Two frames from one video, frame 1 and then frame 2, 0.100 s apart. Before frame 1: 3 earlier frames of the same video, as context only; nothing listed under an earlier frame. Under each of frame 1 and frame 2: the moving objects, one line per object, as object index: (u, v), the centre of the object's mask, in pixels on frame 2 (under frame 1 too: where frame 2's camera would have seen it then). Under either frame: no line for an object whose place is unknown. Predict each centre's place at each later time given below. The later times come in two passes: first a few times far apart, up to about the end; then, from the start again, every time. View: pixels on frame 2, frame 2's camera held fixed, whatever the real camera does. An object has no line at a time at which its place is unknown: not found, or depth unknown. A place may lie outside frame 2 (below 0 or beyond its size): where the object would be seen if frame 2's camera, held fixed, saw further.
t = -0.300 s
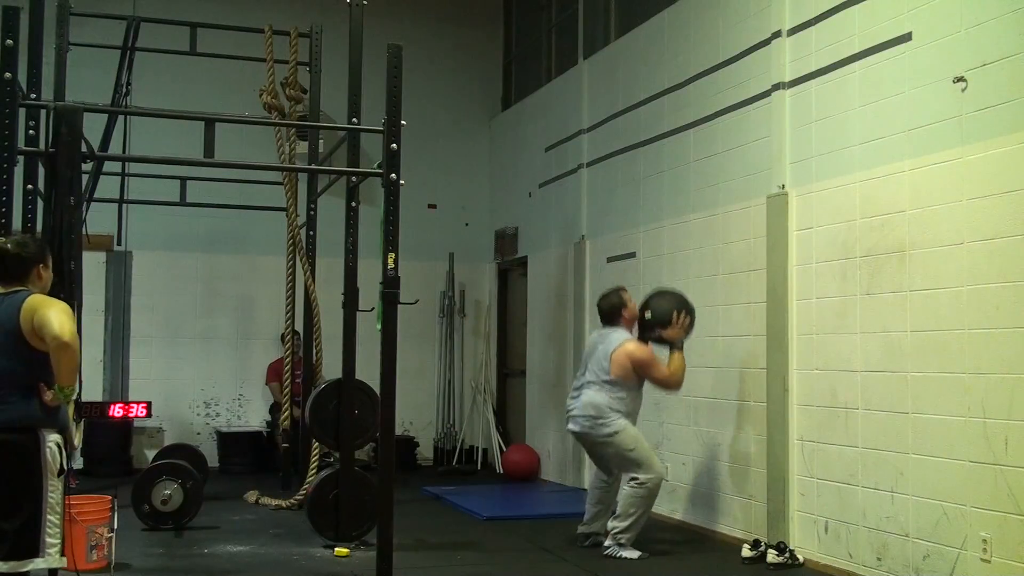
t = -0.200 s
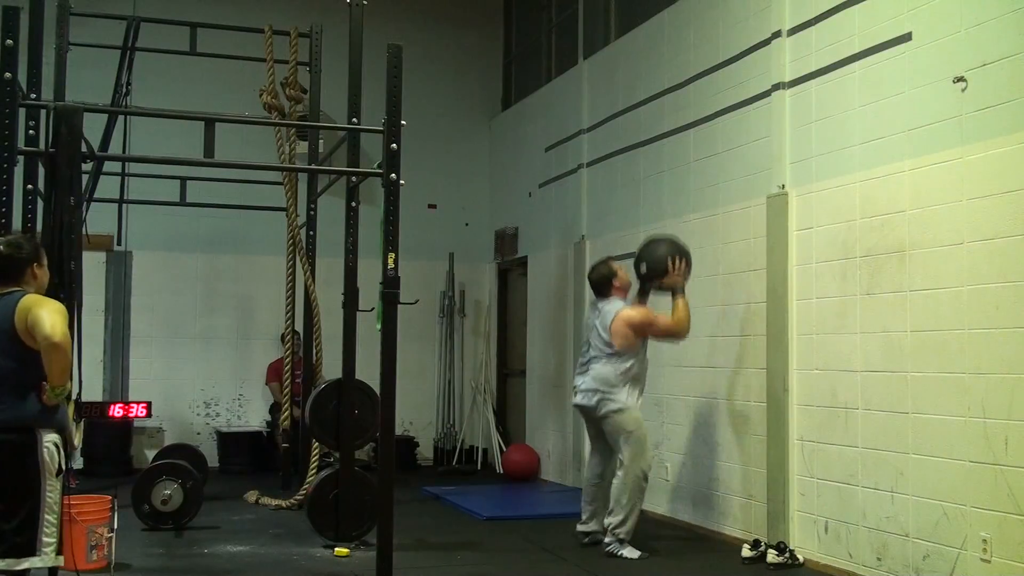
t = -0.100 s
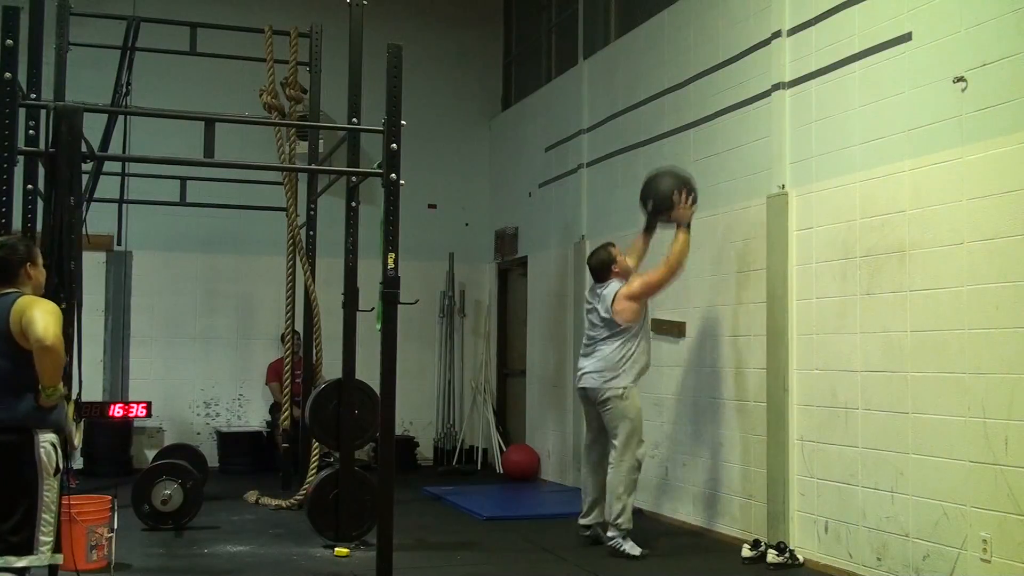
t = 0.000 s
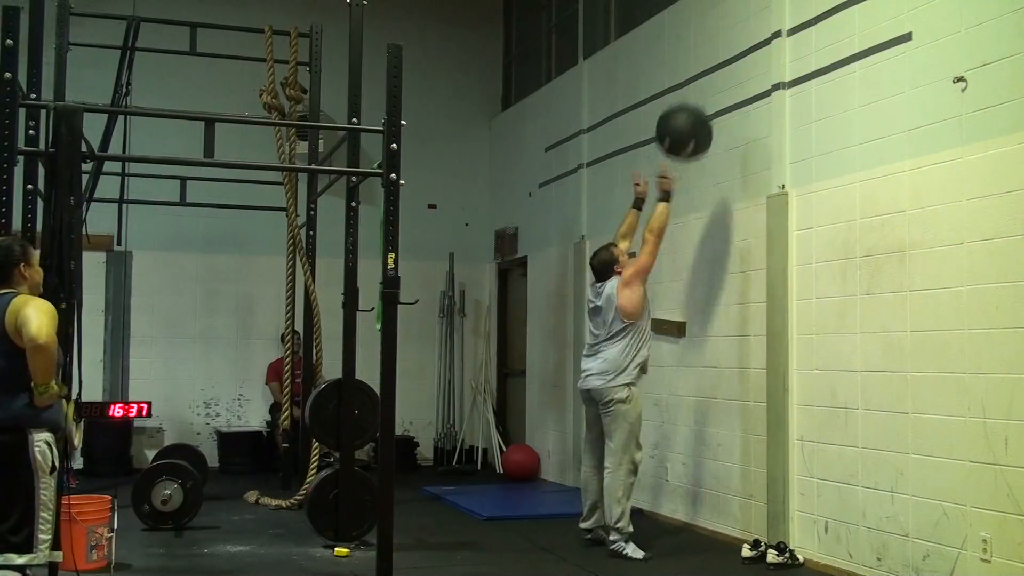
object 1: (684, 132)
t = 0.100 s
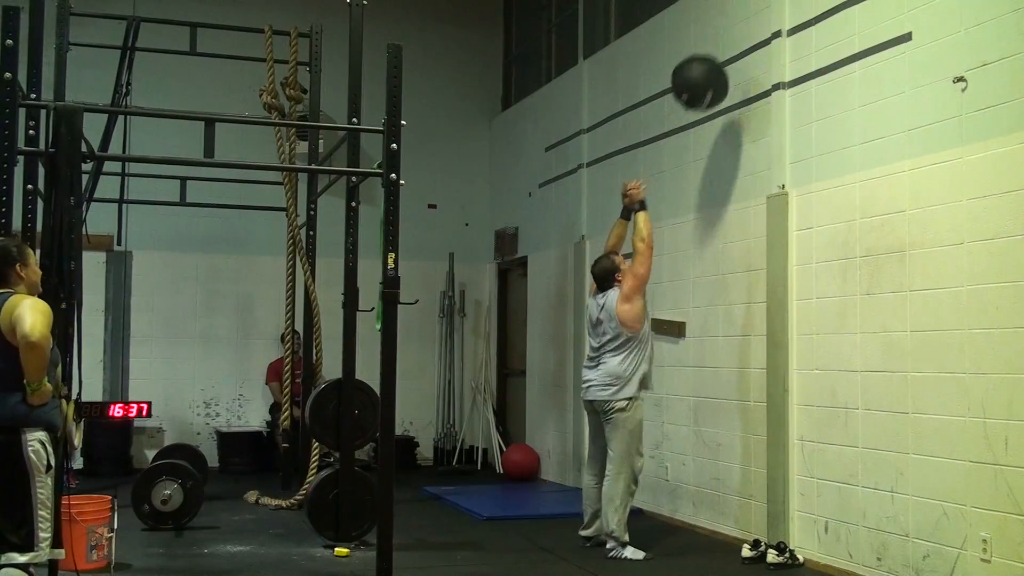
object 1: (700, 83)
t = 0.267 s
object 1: (726, 35)
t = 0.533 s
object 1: (704, 49)
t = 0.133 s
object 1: (705, 70)
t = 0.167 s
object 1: (710, 58)
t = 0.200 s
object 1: (715, 49)
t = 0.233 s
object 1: (721, 41)
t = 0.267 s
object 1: (726, 35)
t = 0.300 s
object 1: (727, 32)
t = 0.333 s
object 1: (725, 30)
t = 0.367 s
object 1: (721, 29)
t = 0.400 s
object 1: (718, 29)
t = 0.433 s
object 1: (714, 31)
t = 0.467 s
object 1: (711, 36)
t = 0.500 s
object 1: (708, 42)
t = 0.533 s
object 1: (704, 49)
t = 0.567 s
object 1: (701, 59)
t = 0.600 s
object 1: (698, 70)
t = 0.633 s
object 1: (695, 84)
